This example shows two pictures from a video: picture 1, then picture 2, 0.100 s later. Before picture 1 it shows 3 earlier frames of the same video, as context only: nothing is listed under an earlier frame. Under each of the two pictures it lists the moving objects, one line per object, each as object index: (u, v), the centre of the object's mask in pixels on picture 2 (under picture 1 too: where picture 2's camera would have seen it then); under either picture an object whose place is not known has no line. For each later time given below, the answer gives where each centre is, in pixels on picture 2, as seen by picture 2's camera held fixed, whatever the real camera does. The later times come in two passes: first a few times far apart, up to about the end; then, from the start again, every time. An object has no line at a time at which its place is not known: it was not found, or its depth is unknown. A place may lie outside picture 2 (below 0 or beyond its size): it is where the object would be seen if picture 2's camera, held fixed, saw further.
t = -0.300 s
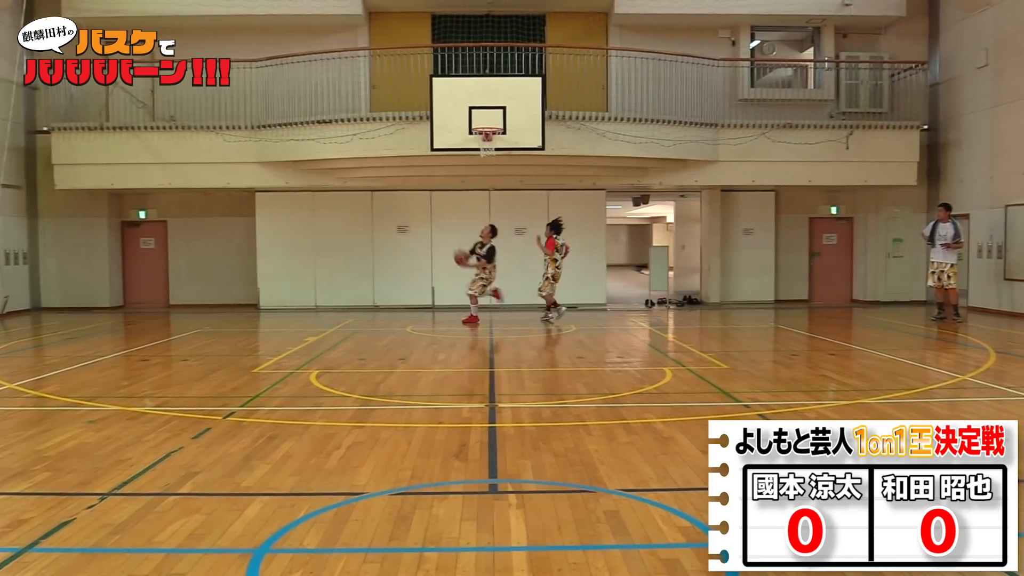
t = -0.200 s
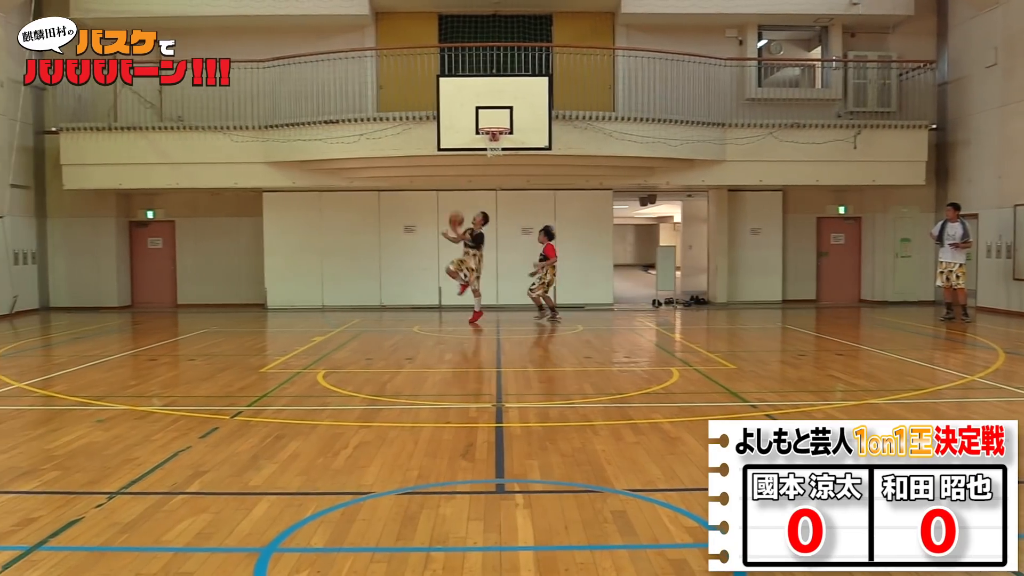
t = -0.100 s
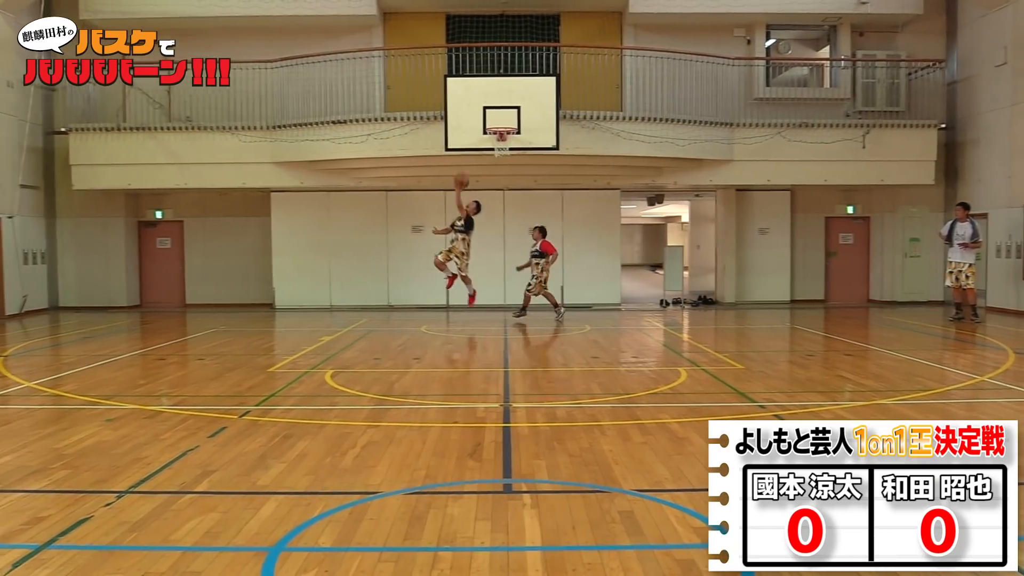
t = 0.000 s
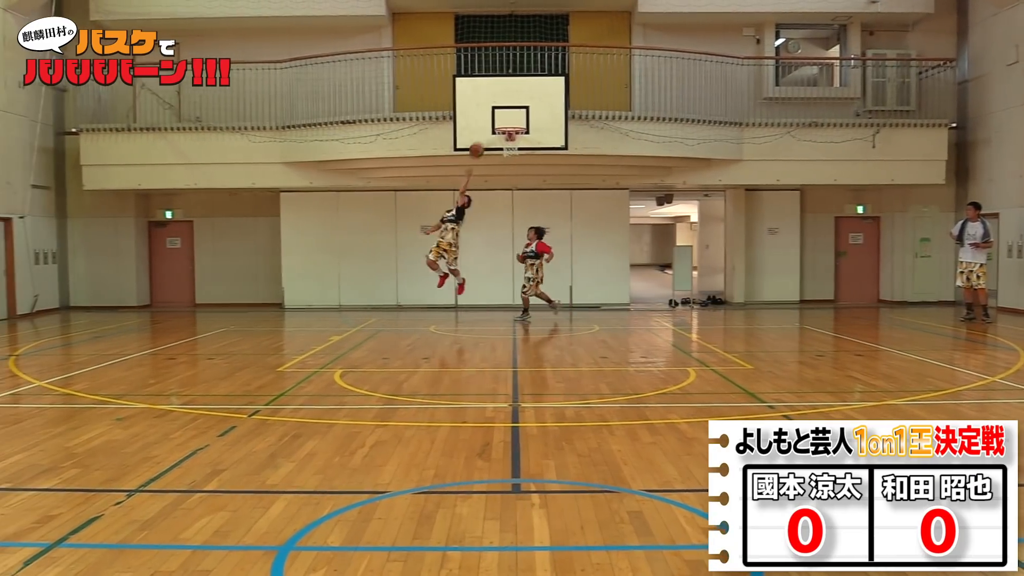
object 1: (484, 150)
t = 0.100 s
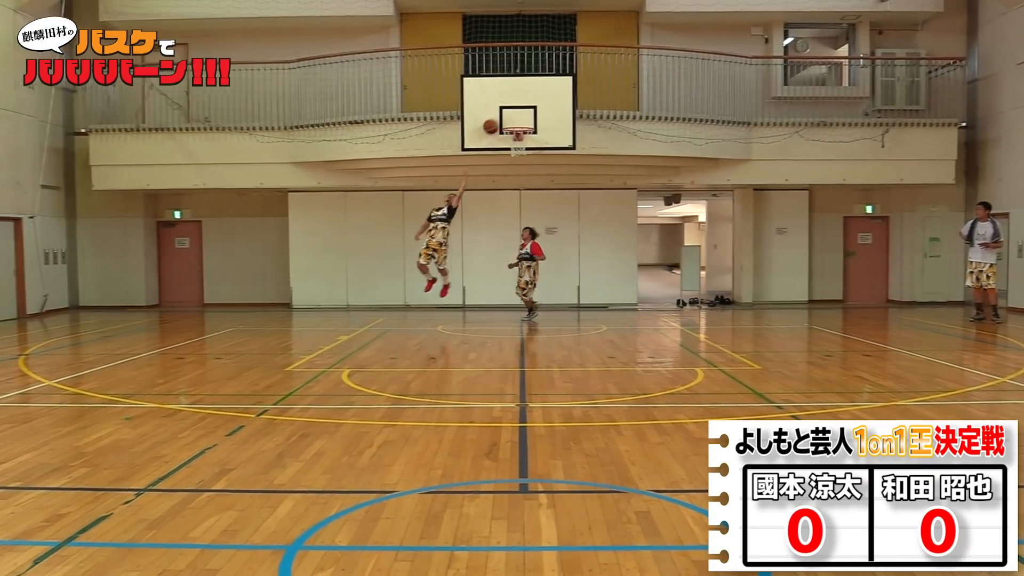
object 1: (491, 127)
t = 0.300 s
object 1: (502, 108)
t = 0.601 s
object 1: (519, 124)
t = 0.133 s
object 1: (492, 122)
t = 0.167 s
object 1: (494, 117)
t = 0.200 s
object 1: (497, 114)
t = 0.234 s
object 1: (499, 111)
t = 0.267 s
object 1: (500, 109)
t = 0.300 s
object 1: (502, 108)
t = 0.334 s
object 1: (504, 107)
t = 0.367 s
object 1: (506, 107)
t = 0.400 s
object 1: (508, 108)
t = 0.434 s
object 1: (509, 109)
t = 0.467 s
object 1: (511, 112)
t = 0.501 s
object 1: (513, 114)
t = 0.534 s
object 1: (515, 118)
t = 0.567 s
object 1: (517, 121)
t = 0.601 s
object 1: (519, 124)
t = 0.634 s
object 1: (520, 133)
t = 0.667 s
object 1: (522, 139)
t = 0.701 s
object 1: (522, 142)
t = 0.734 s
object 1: (523, 149)
